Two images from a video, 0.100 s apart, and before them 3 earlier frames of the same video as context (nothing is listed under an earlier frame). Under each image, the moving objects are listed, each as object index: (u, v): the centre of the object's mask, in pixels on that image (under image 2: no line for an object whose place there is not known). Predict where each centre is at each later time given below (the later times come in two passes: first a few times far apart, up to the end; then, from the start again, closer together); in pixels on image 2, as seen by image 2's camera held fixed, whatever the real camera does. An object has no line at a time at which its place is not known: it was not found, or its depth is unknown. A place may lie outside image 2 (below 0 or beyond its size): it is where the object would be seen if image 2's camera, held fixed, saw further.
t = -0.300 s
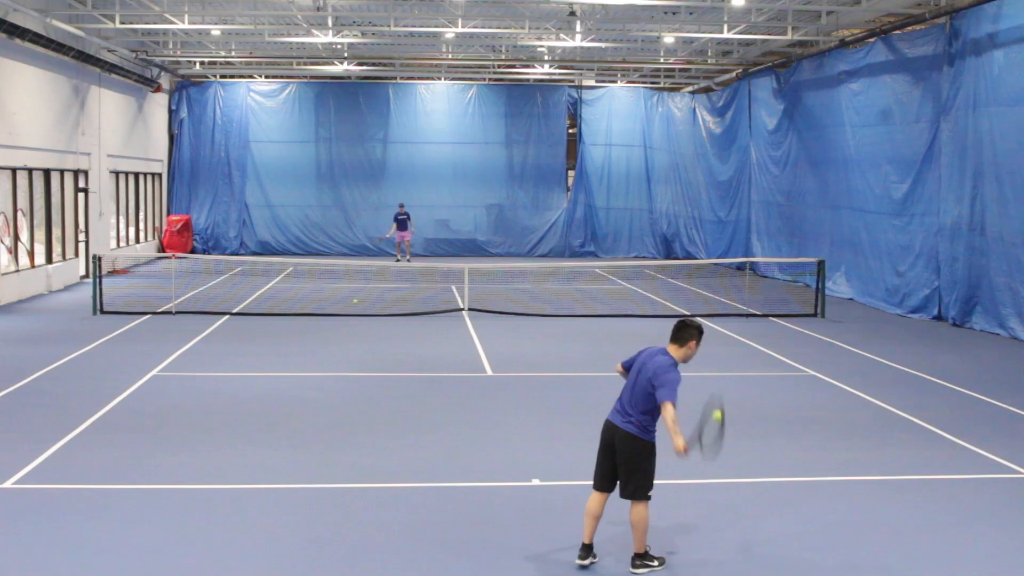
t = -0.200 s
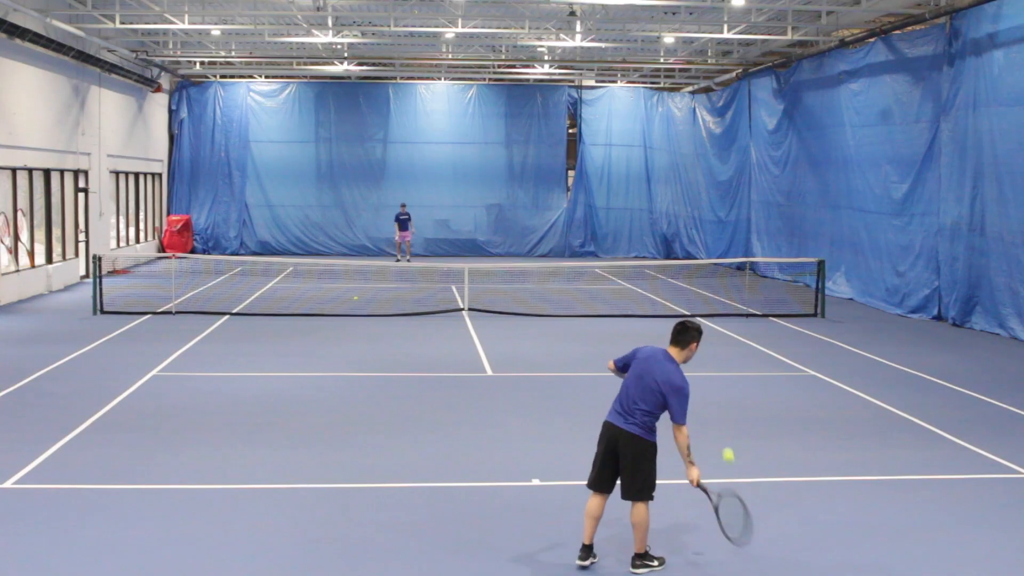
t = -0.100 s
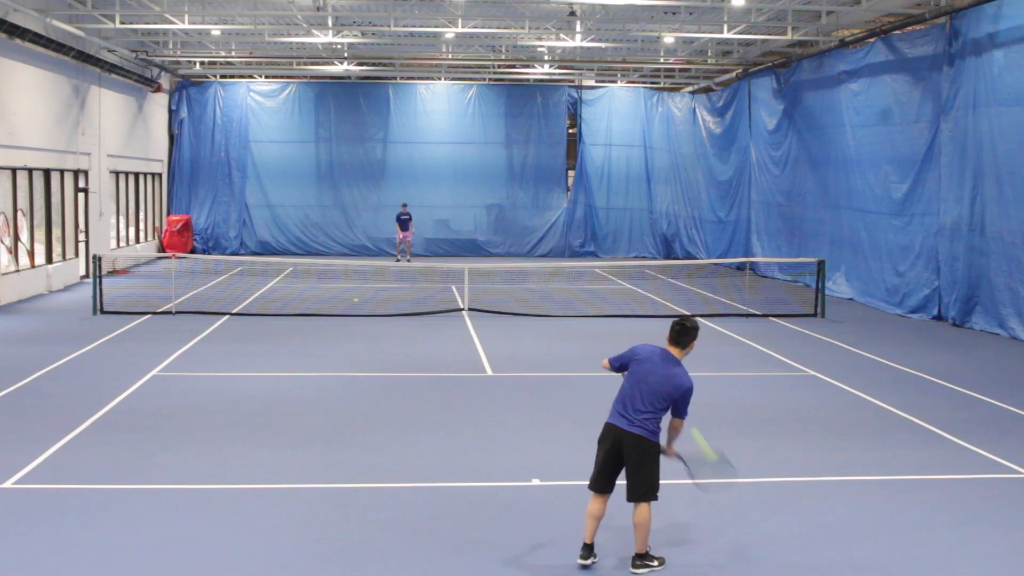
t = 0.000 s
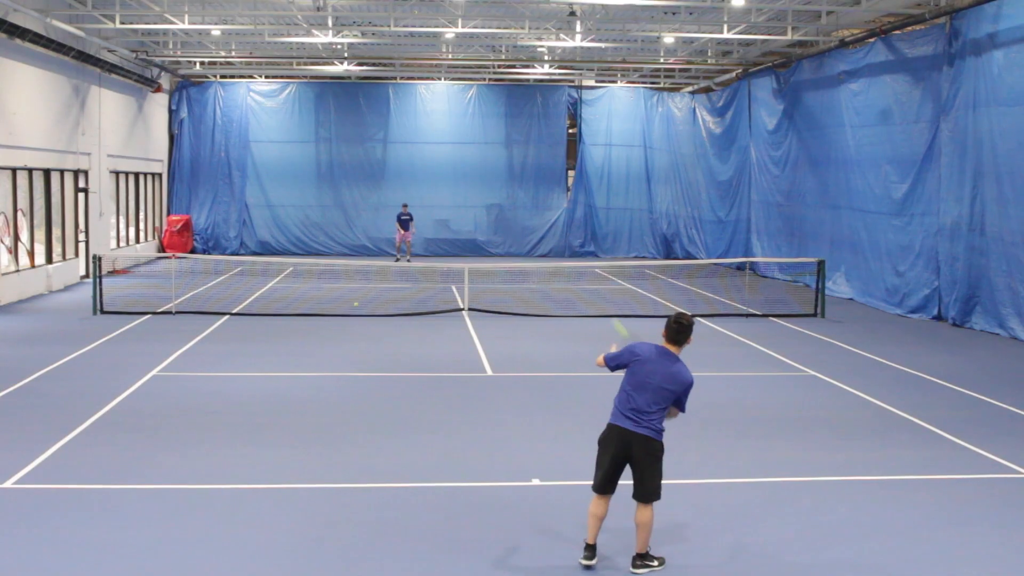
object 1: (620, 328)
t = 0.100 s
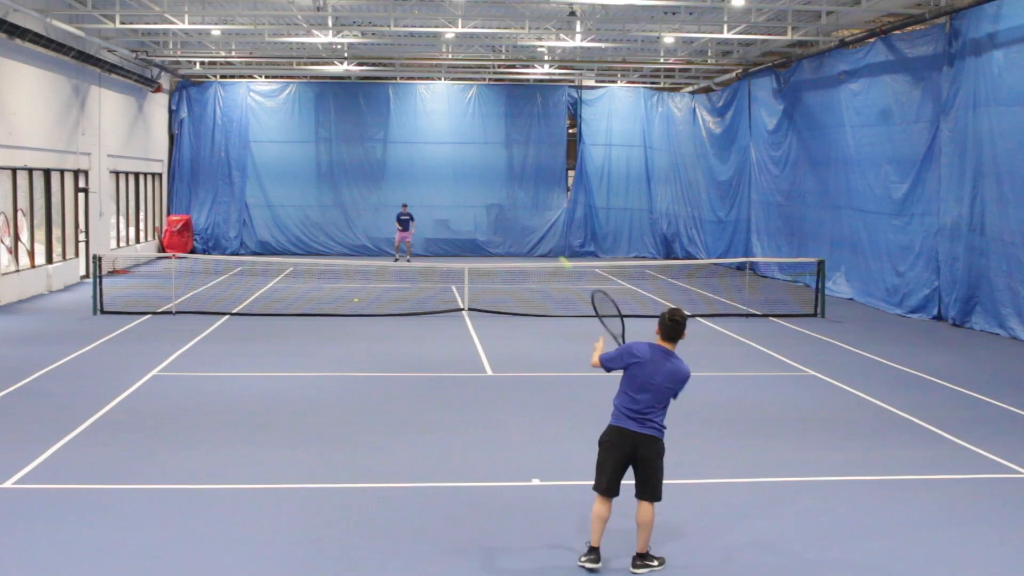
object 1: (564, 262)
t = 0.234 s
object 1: (516, 218)
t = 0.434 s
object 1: (471, 200)
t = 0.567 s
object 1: (449, 205)
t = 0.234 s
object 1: (516, 218)
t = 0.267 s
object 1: (507, 212)
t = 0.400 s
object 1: (477, 200)
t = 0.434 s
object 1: (471, 200)
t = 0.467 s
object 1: (465, 200)
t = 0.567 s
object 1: (449, 205)
